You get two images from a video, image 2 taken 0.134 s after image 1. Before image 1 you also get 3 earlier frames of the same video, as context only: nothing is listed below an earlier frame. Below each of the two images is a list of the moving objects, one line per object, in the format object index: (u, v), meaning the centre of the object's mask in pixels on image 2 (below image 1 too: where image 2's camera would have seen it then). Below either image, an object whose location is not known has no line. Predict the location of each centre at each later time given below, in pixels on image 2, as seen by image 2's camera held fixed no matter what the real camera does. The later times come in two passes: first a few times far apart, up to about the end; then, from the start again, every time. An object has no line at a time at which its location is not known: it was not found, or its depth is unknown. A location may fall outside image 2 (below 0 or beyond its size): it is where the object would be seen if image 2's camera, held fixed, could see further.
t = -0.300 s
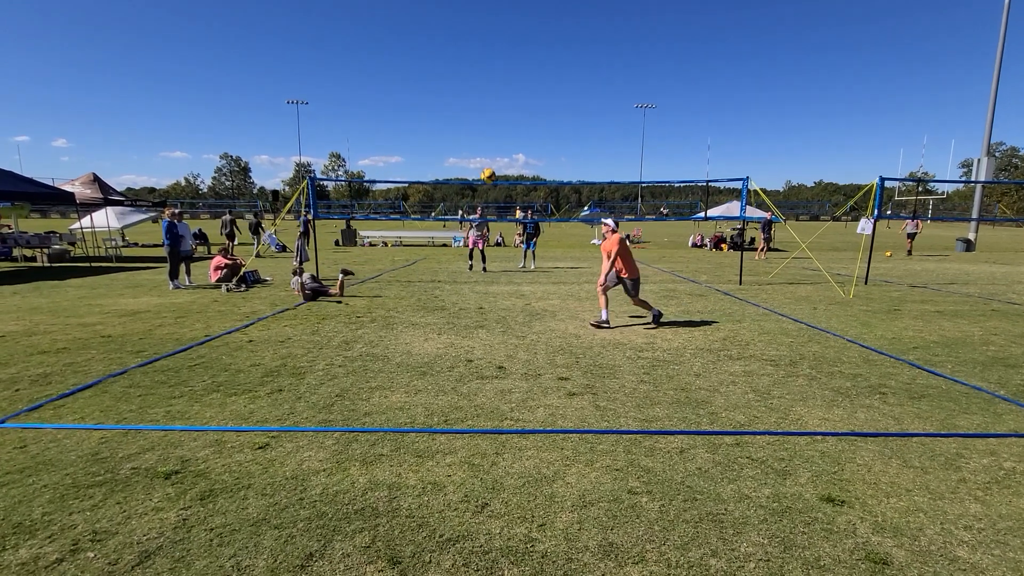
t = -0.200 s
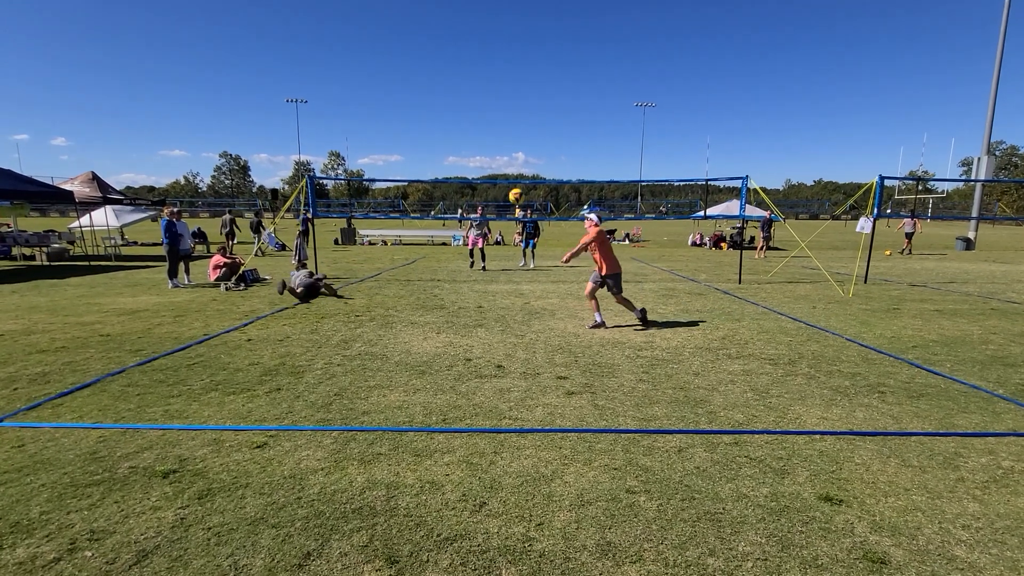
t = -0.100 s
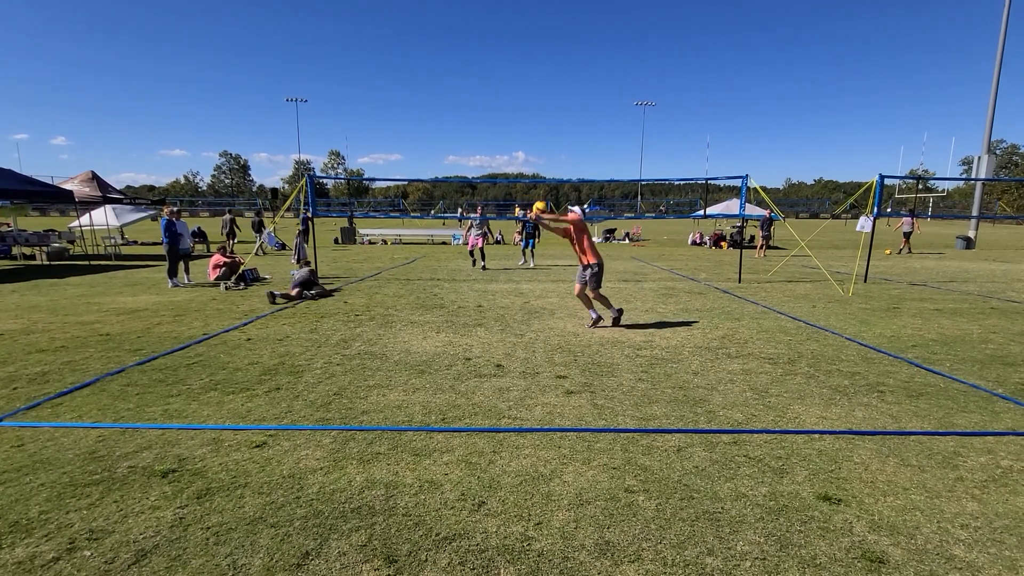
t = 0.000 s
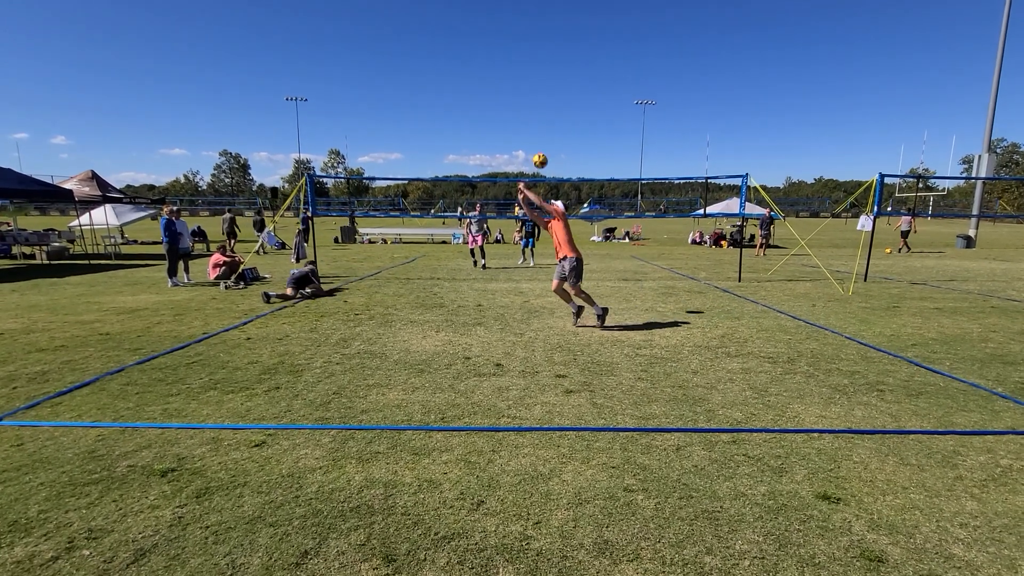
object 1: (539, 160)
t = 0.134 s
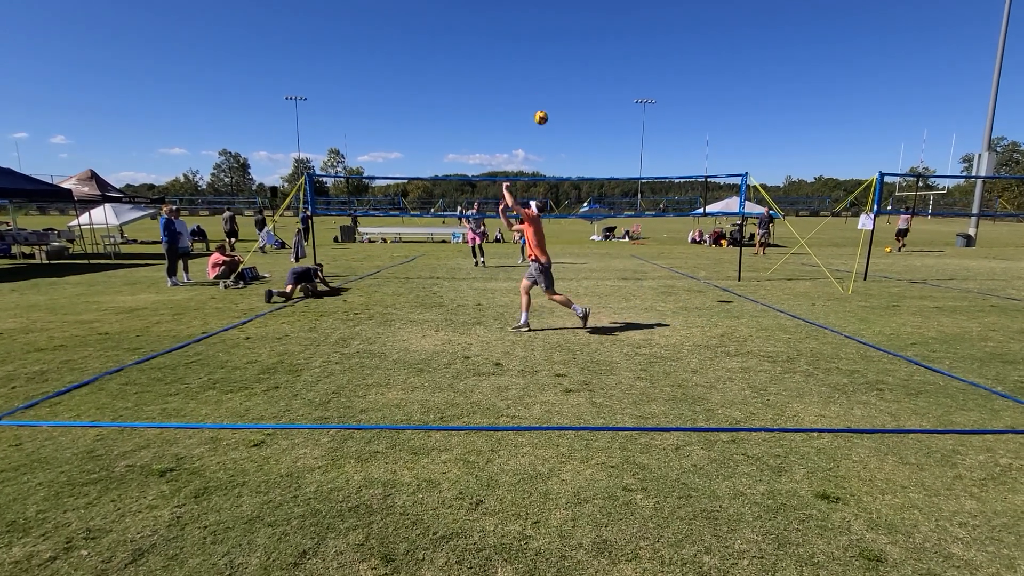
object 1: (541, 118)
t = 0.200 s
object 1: (542, 104)
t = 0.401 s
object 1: (547, 85)
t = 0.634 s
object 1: (553, 93)
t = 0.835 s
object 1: (558, 119)
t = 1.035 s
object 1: (563, 156)
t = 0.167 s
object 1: (541, 110)
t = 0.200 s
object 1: (542, 104)
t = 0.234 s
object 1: (543, 98)
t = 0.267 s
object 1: (543, 94)
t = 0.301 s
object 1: (544, 91)
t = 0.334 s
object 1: (545, 88)
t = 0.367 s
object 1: (546, 86)
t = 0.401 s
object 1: (547, 85)
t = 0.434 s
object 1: (548, 84)
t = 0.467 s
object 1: (548, 85)
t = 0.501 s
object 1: (549, 85)
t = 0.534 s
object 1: (550, 86)
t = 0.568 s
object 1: (551, 88)
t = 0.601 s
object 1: (552, 91)
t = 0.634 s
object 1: (553, 93)
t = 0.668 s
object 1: (554, 97)
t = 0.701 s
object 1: (555, 100)
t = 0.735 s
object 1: (555, 104)
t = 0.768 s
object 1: (556, 109)
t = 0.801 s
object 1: (557, 113)
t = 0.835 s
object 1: (558, 119)
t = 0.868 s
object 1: (559, 124)
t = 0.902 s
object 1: (560, 130)
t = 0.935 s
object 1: (560, 136)
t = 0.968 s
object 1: (561, 143)
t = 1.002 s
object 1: (562, 149)
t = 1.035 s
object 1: (563, 156)
